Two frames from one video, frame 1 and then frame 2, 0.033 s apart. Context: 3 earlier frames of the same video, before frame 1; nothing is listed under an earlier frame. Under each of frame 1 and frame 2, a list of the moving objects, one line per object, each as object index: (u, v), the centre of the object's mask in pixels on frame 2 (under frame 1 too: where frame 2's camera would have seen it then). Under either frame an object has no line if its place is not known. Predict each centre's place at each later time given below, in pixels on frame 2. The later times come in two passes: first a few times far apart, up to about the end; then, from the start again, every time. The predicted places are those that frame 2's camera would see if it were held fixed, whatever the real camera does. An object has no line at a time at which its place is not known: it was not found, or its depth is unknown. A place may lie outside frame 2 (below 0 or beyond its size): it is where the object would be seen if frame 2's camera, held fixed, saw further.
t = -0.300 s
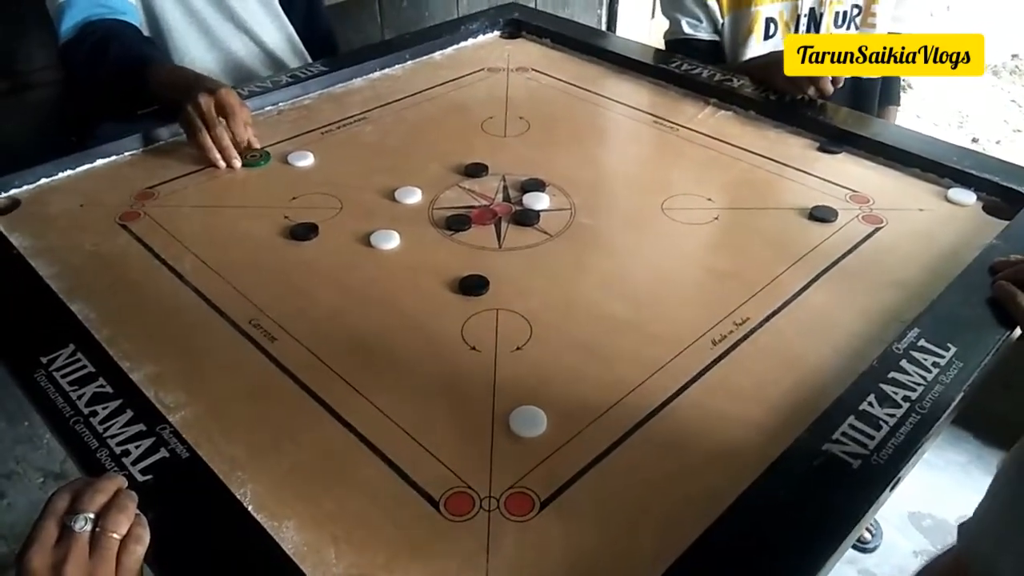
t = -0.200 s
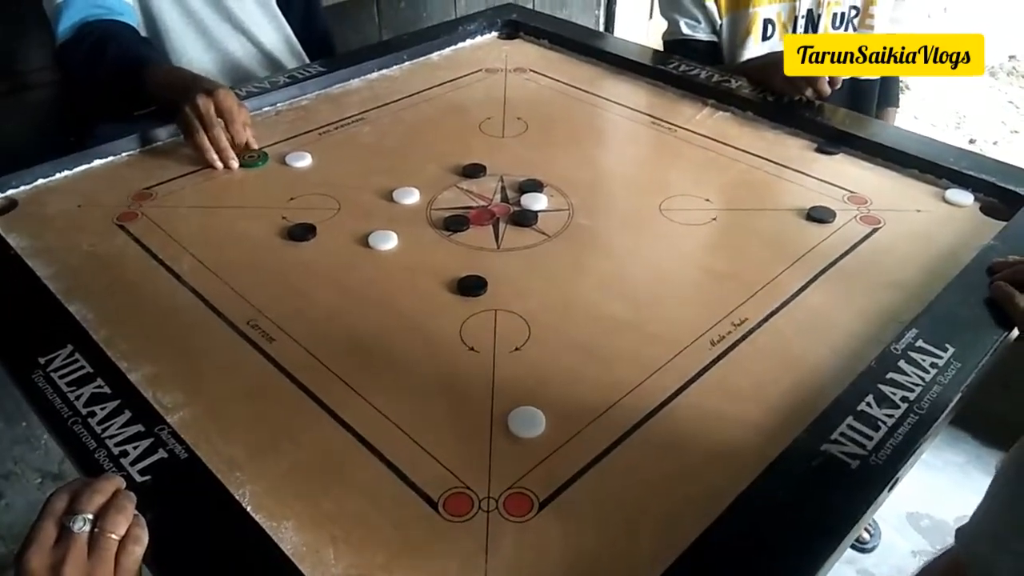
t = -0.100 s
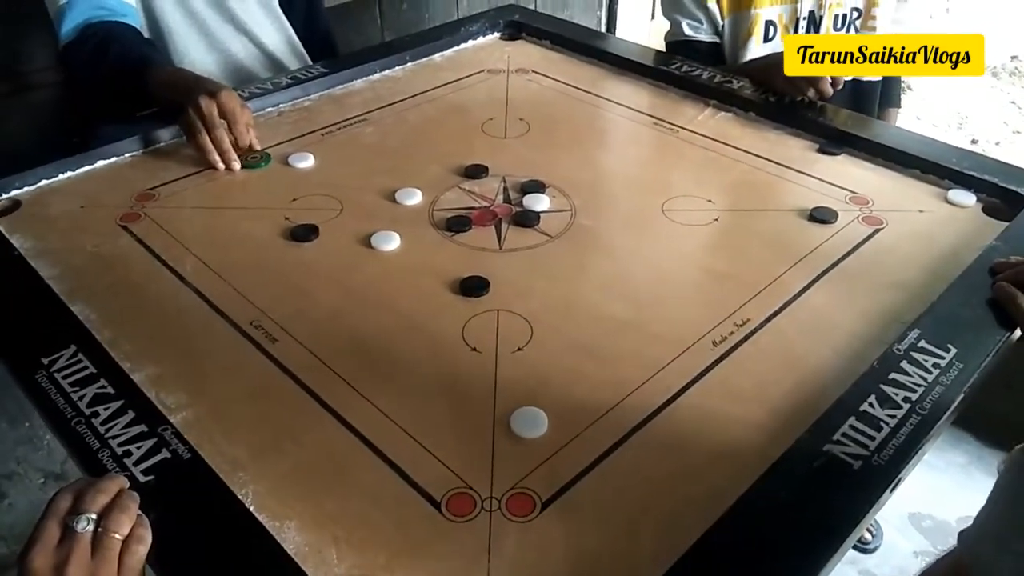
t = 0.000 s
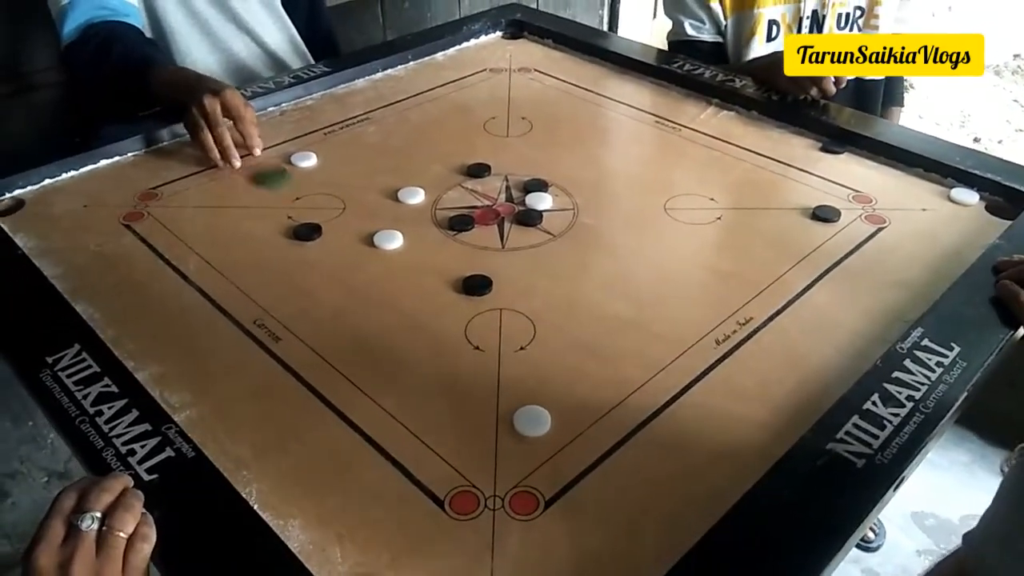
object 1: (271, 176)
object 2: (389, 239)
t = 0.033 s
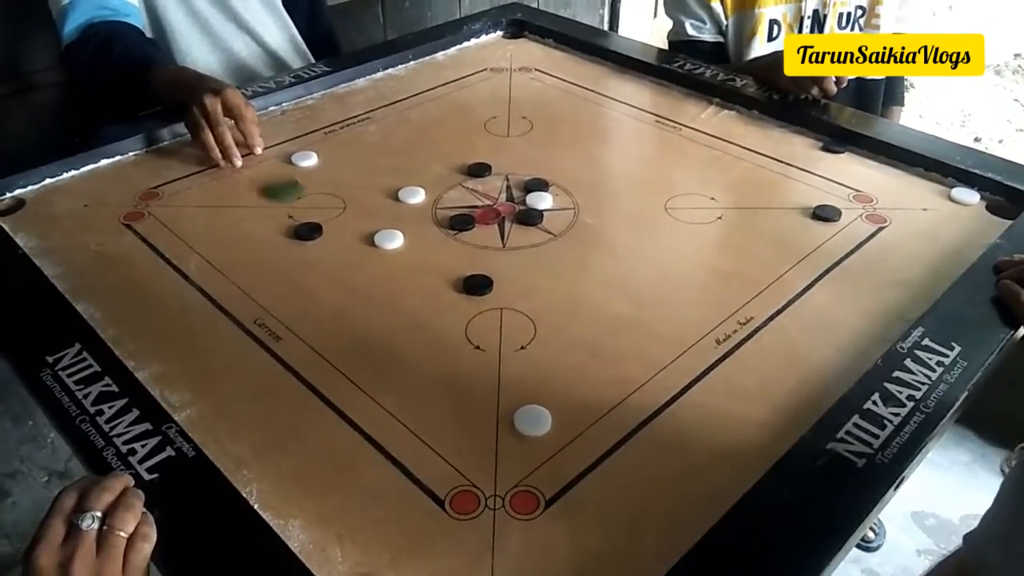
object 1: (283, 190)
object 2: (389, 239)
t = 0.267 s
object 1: (347, 227)
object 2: (389, 239)
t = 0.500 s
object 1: (366, 231)
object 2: (422, 249)
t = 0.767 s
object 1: (366, 231)
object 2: (446, 256)
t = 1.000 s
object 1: (366, 231)
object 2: (448, 256)
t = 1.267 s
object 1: (366, 230)
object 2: (448, 256)
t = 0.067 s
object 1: (295, 204)
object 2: (388, 239)
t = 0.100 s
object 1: (307, 215)
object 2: (389, 239)
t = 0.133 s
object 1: (314, 217)
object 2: (388, 239)
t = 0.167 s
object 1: (323, 220)
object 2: (389, 239)
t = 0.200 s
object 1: (332, 223)
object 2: (388, 239)
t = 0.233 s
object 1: (339, 225)
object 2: (389, 239)
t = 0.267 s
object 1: (347, 227)
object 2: (389, 239)
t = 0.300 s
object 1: (355, 230)
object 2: (389, 239)
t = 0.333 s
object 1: (360, 231)
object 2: (392, 240)
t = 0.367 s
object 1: (362, 231)
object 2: (398, 242)
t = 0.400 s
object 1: (363, 231)
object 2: (405, 244)
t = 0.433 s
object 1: (364, 231)
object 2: (411, 246)
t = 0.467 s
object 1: (365, 231)
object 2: (416, 248)
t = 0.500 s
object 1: (366, 231)
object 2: (422, 249)
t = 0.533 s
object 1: (367, 231)
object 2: (427, 251)
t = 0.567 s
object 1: (366, 231)
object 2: (431, 252)
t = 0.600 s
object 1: (366, 231)
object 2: (435, 253)
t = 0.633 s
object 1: (366, 231)
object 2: (438, 254)
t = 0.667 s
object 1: (367, 231)
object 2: (441, 254)
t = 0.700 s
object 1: (367, 231)
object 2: (443, 255)
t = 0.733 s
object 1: (366, 231)
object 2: (445, 255)
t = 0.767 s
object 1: (366, 231)
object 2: (446, 256)
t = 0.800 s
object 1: (366, 231)
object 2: (447, 256)
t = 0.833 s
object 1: (366, 231)
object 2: (448, 256)
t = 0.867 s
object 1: (367, 231)
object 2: (448, 256)
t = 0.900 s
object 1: (366, 231)
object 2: (448, 256)
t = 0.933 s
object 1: (366, 231)
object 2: (448, 255)
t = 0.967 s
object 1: (366, 231)
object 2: (448, 256)
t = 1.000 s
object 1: (366, 231)
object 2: (448, 256)
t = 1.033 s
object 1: (367, 231)
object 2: (448, 255)
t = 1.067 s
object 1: (366, 231)
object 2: (448, 255)
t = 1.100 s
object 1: (366, 230)
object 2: (448, 256)
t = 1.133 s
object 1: (366, 230)
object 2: (448, 255)
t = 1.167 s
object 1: (366, 231)
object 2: (448, 256)
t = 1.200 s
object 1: (366, 231)
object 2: (448, 255)
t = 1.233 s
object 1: (366, 231)
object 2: (448, 256)
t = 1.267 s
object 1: (366, 230)
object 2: (448, 256)
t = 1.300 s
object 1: (366, 231)
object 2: (448, 255)
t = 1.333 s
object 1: (366, 231)
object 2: (448, 256)
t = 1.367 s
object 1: (366, 231)
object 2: (448, 256)
